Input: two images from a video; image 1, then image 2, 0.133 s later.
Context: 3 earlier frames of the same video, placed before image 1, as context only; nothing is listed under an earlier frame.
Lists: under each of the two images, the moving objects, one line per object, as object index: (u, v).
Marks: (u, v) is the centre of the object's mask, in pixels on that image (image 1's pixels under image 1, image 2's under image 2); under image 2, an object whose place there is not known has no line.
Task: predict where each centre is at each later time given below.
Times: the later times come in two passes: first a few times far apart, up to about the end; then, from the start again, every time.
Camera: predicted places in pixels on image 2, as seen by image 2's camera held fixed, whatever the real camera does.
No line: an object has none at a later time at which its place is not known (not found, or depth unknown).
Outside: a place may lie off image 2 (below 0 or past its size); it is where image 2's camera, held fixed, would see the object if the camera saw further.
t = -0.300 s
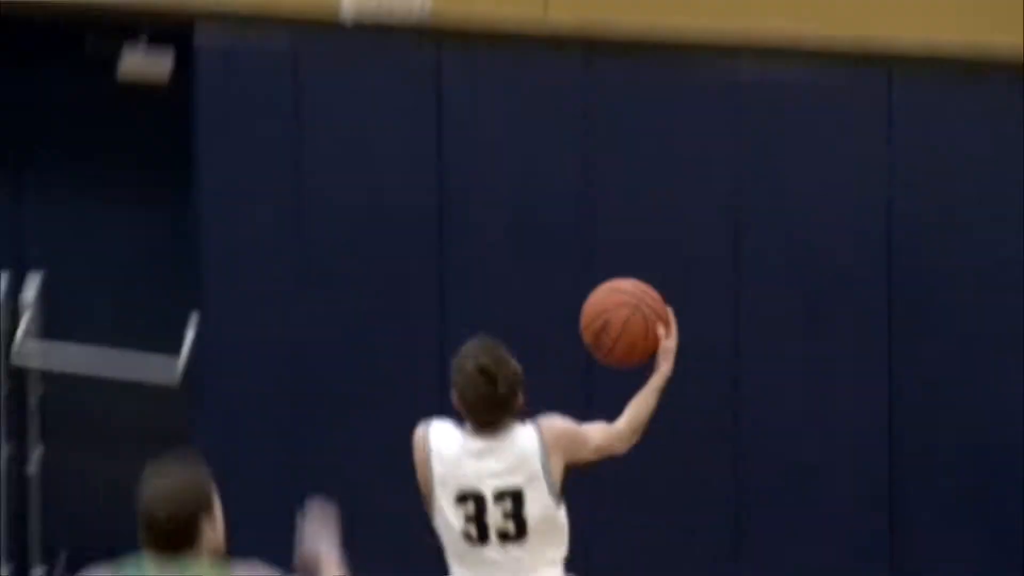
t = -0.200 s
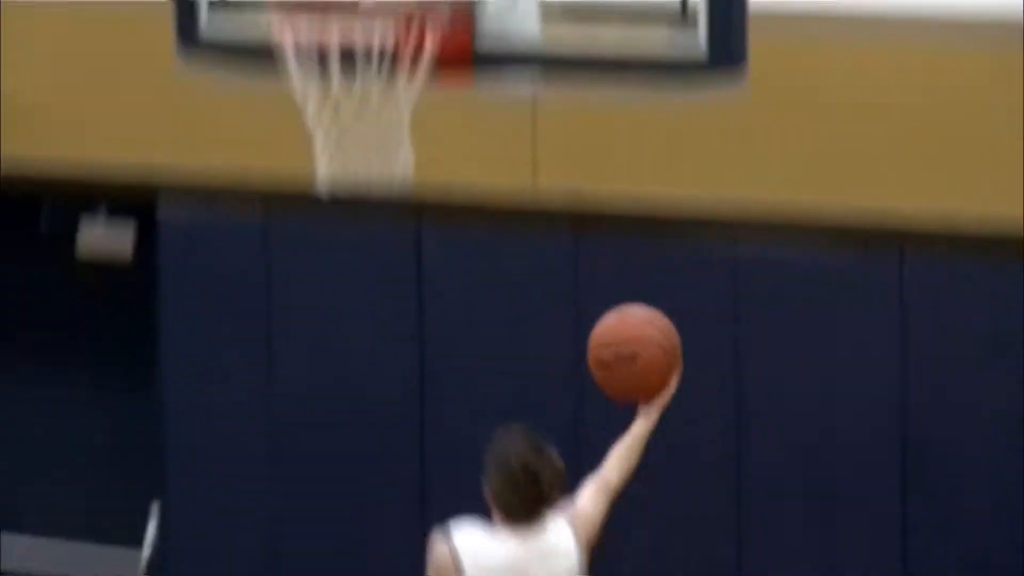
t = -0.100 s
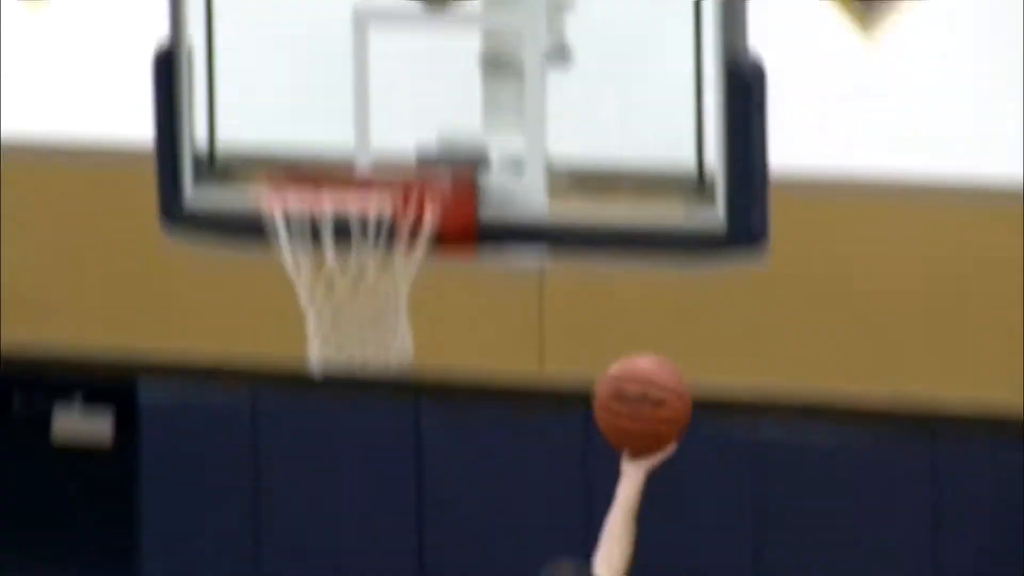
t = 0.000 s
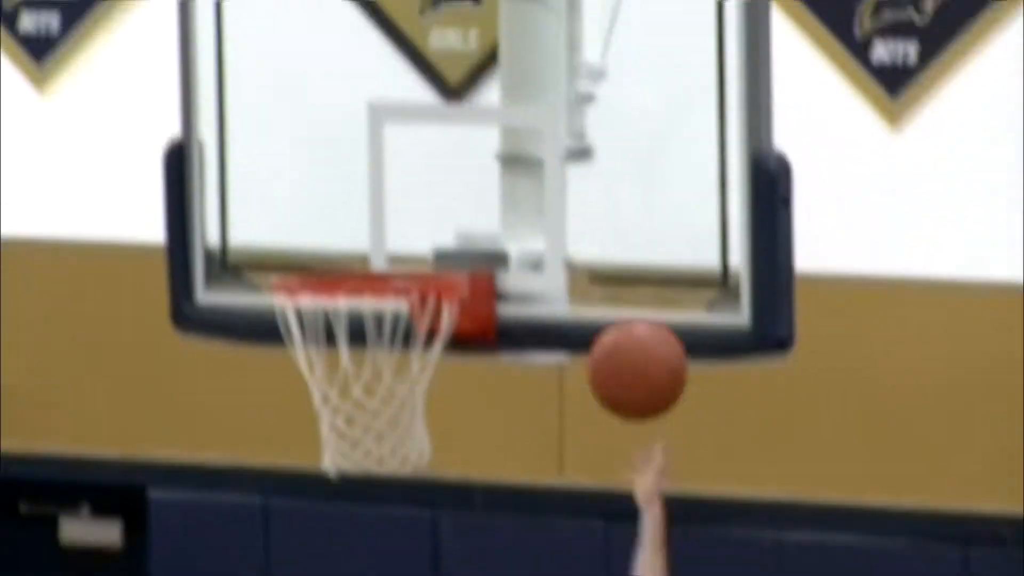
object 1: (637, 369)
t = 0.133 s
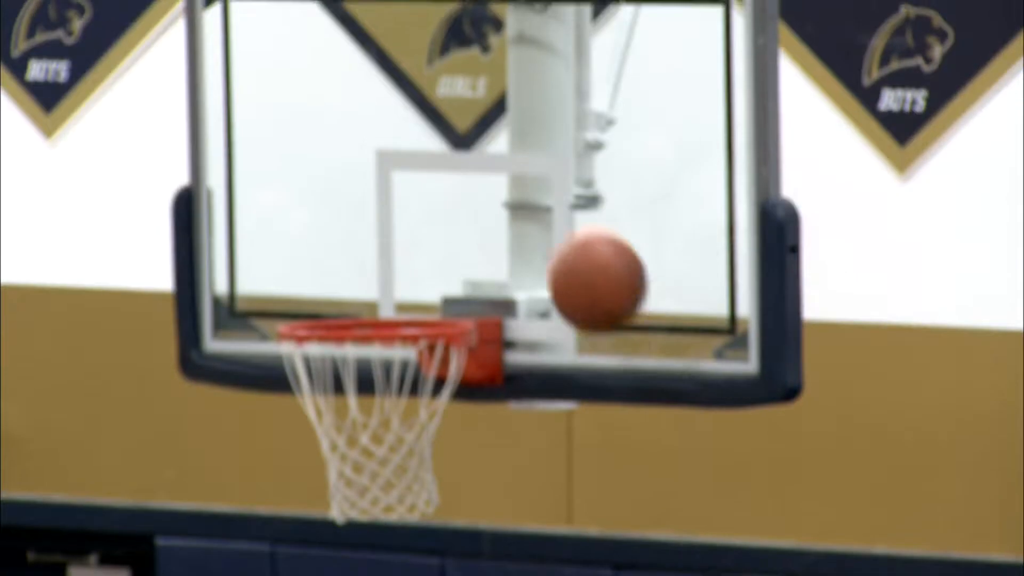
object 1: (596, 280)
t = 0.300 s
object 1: (506, 215)
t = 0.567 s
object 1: (348, 297)
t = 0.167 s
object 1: (585, 259)
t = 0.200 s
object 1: (573, 243)
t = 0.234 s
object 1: (555, 229)
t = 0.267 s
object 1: (531, 220)
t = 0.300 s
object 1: (506, 215)
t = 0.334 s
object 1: (483, 215)
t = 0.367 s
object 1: (457, 219)
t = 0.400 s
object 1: (434, 227)
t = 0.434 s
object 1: (410, 240)
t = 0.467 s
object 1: (386, 256)
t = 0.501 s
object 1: (361, 277)
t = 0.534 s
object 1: (337, 296)
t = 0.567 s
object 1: (348, 297)
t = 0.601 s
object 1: (364, 299)
